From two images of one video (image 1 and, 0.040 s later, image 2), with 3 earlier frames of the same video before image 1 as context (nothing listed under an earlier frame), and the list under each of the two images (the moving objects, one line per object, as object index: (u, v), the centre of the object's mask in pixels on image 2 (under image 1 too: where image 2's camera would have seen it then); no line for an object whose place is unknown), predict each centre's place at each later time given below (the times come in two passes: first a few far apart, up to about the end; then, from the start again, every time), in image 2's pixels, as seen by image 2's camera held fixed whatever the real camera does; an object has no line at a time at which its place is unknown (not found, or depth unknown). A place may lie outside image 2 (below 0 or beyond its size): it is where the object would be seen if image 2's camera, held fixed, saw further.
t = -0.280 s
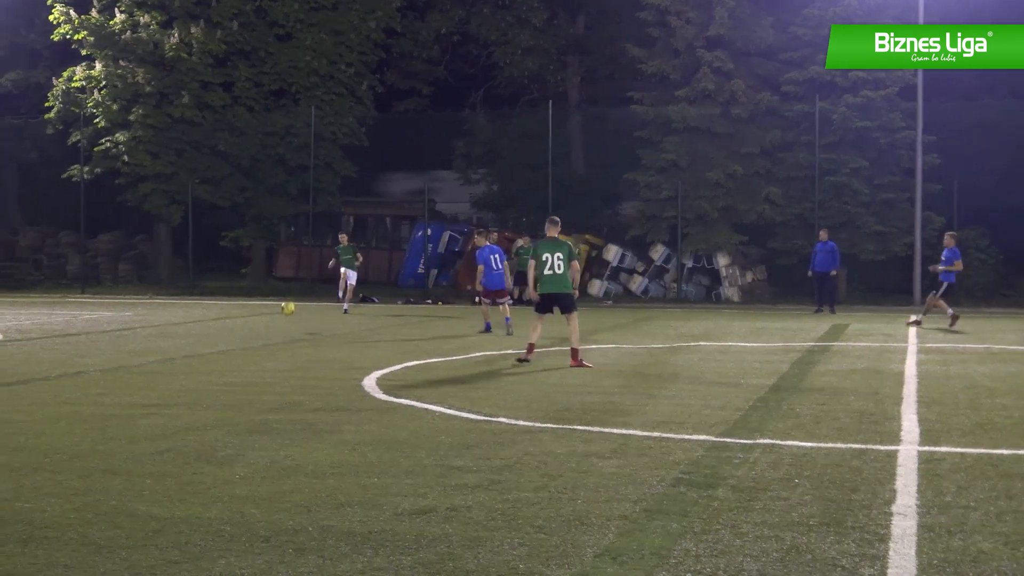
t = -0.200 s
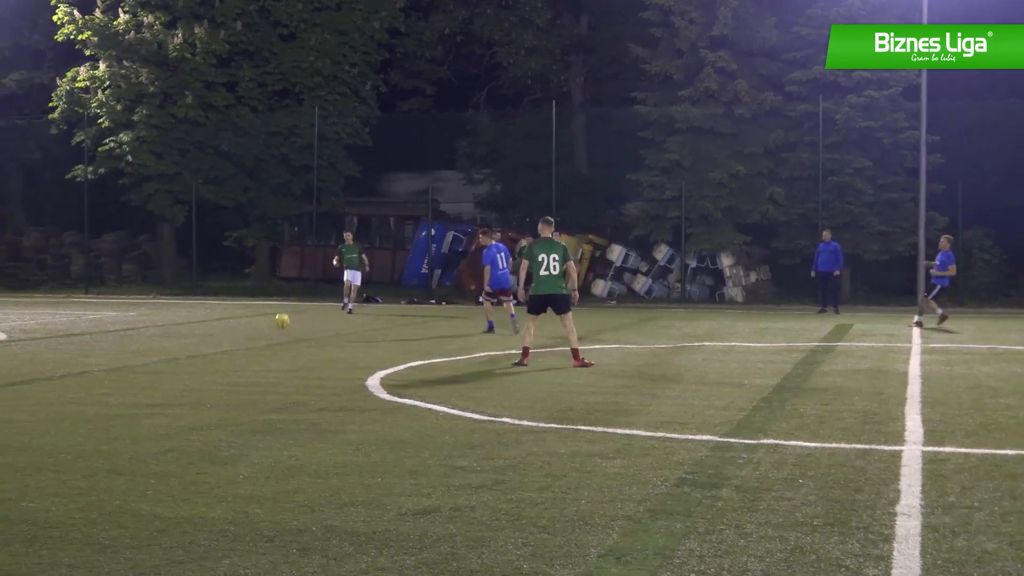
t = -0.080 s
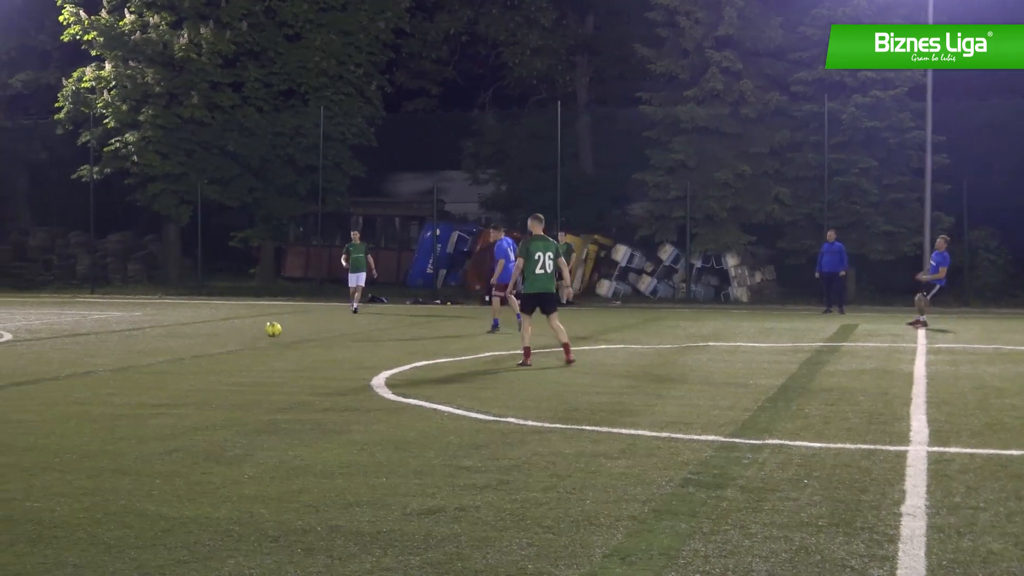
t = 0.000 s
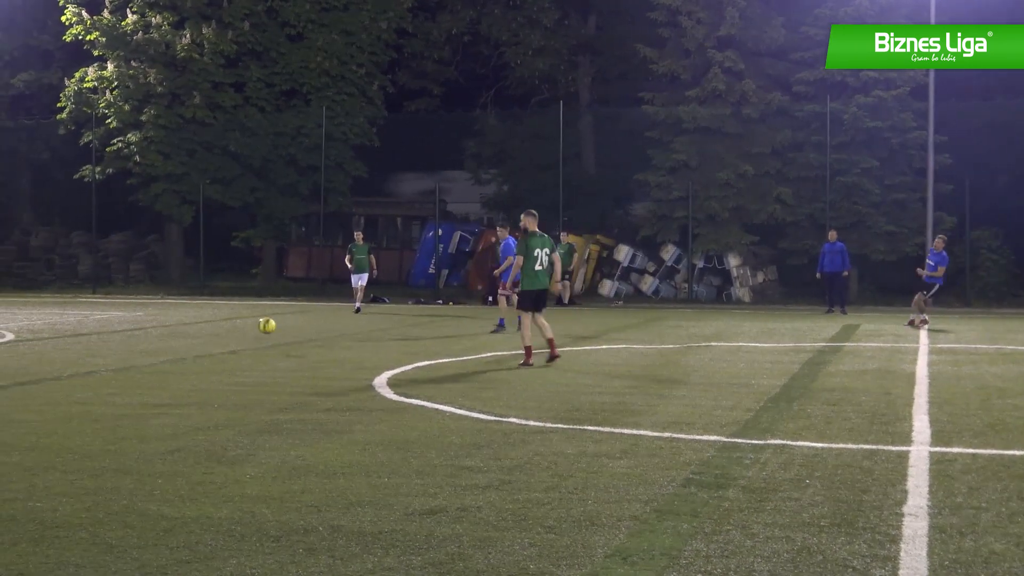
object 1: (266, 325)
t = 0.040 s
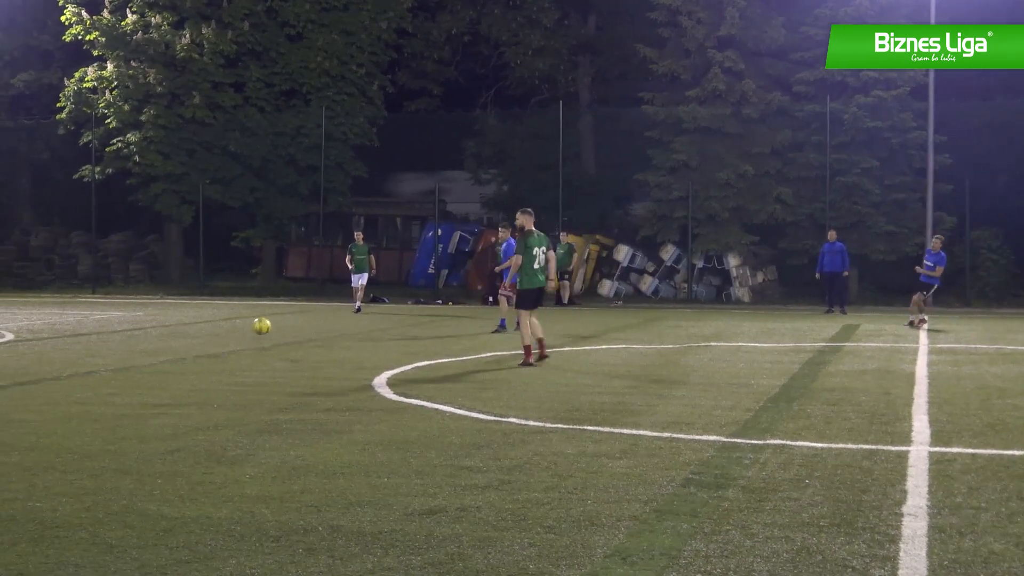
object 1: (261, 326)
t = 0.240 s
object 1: (238, 353)
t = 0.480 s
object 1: (207, 352)
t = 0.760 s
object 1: (162, 412)
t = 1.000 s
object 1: (108, 442)
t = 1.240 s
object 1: (23, 501)
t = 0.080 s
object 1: (257, 327)
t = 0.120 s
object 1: (253, 331)
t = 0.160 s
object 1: (248, 336)
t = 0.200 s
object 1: (244, 344)
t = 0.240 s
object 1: (238, 353)
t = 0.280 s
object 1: (232, 366)
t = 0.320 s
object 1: (228, 365)
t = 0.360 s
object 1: (222, 359)
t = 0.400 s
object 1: (218, 355)
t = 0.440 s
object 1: (213, 353)
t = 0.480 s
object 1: (207, 352)
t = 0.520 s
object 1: (201, 353)
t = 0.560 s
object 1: (196, 356)
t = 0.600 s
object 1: (190, 362)
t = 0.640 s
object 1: (184, 370)
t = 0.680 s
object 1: (177, 380)
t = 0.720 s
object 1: (171, 394)
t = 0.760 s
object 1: (162, 412)
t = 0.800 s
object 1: (155, 426)
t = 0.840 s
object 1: (146, 424)
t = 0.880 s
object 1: (138, 423)
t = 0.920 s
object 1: (128, 426)
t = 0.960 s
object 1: (119, 433)
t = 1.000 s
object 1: (108, 442)
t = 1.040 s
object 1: (97, 455)
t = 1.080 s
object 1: (84, 473)
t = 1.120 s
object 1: (70, 480)
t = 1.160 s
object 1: (56, 483)
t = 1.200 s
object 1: (40, 491)
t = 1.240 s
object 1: (23, 501)
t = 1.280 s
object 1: (5, 518)
